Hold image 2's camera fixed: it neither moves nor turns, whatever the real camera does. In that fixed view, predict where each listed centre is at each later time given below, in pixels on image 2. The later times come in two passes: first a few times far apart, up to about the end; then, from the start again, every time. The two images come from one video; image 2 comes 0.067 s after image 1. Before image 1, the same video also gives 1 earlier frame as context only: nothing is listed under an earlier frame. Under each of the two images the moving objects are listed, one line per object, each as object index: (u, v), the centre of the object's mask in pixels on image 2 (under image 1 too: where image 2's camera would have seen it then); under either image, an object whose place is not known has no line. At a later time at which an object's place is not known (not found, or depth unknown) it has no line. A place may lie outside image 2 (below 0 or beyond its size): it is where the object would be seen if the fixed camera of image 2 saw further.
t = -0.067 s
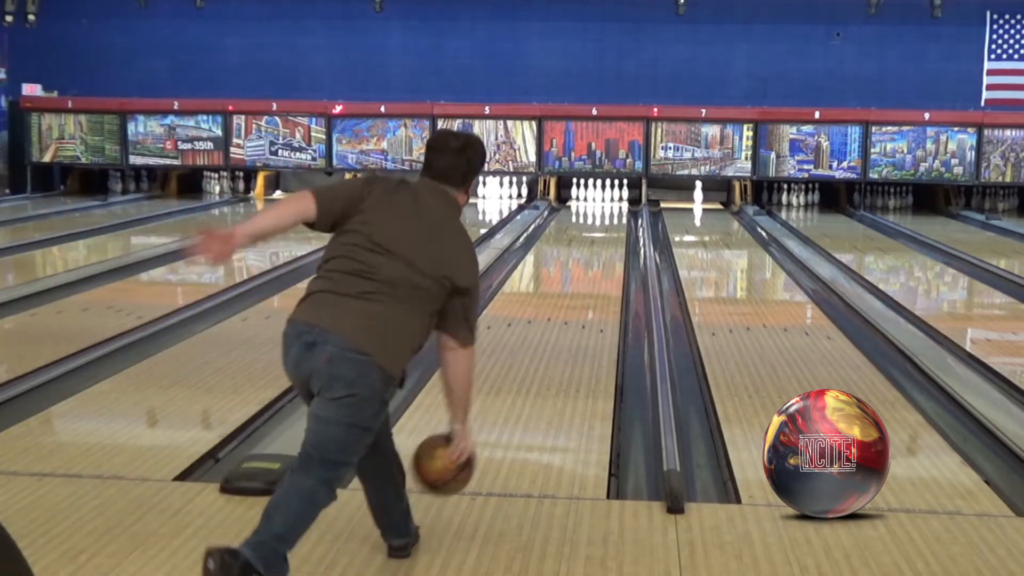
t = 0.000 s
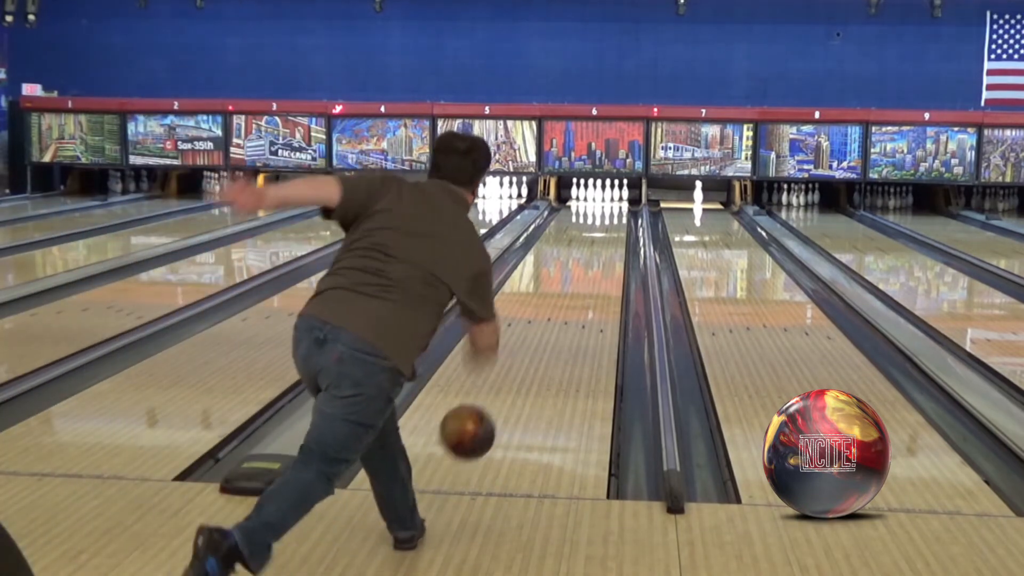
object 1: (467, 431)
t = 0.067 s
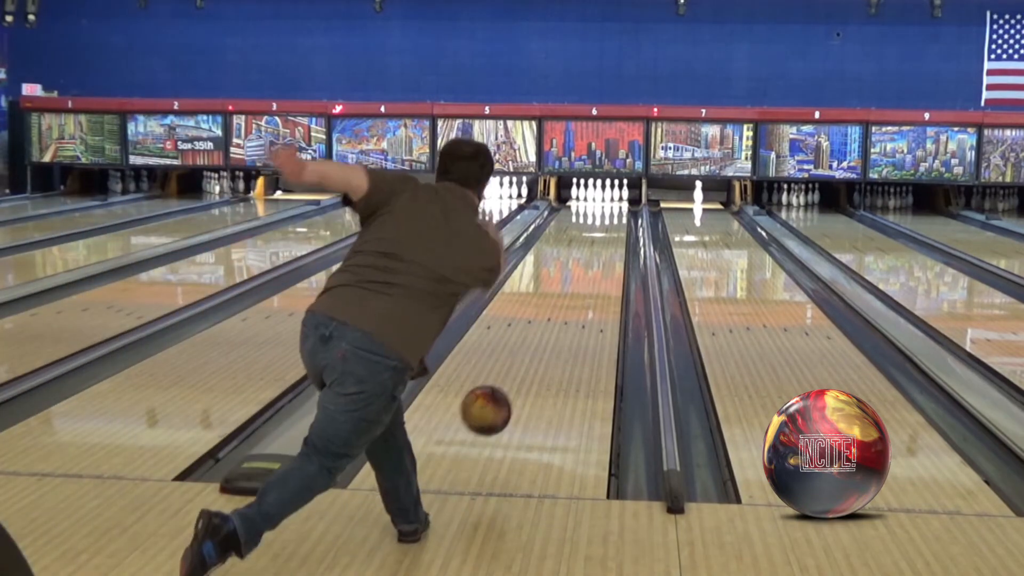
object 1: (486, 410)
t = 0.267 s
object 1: (525, 379)
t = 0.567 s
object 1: (560, 316)
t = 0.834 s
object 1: (578, 280)
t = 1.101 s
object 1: (591, 255)
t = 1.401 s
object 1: (601, 235)
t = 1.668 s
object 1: (607, 222)
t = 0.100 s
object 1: (494, 404)
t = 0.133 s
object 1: (501, 401)
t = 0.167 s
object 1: (508, 401)
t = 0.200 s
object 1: (514, 399)
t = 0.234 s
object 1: (520, 388)
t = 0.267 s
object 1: (525, 379)
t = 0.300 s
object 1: (530, 370)
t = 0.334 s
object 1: (535, 361)
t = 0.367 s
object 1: (539, 353)
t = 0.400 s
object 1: (543, 346)
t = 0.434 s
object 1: (547, 339)
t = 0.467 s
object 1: (551, 332)
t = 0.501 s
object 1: (554, 327)
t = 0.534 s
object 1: (557, 321)
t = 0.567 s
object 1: (560, 316)
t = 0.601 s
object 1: (563, 310)
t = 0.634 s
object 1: (566, 305)
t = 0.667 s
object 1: (568, 301)
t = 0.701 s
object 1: (570, 296)
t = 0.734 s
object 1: (573, 292)
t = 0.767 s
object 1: (575, 288)
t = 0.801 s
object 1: (577, 284)
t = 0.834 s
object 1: (578, 280)
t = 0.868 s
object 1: (580, 277)
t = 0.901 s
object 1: (582, 273)
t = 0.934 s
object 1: (584, 270)
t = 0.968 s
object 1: (585, 267)
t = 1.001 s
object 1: (587, 264)
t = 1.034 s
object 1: (588, 261)
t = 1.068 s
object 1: (590, 258)
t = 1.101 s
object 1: (591, 255)
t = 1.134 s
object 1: (593, 252)
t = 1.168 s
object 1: (594, 250)
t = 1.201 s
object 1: (595, 248)
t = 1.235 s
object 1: (596, 246)
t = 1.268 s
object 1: (597, 243)
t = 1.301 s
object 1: (598, 241)
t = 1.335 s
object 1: (599, 239)
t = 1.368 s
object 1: (600, 237)
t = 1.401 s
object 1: (601, 235)
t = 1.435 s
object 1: (602, 233)
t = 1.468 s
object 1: (603, 231)
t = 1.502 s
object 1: (604, 230)
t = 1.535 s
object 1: (604, 228)
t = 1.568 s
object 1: (605, 226)
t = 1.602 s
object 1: (606, 225)
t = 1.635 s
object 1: (606, 224)
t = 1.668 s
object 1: (607, 222)
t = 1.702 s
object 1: (607, 220)
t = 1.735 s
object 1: (608, 220)
